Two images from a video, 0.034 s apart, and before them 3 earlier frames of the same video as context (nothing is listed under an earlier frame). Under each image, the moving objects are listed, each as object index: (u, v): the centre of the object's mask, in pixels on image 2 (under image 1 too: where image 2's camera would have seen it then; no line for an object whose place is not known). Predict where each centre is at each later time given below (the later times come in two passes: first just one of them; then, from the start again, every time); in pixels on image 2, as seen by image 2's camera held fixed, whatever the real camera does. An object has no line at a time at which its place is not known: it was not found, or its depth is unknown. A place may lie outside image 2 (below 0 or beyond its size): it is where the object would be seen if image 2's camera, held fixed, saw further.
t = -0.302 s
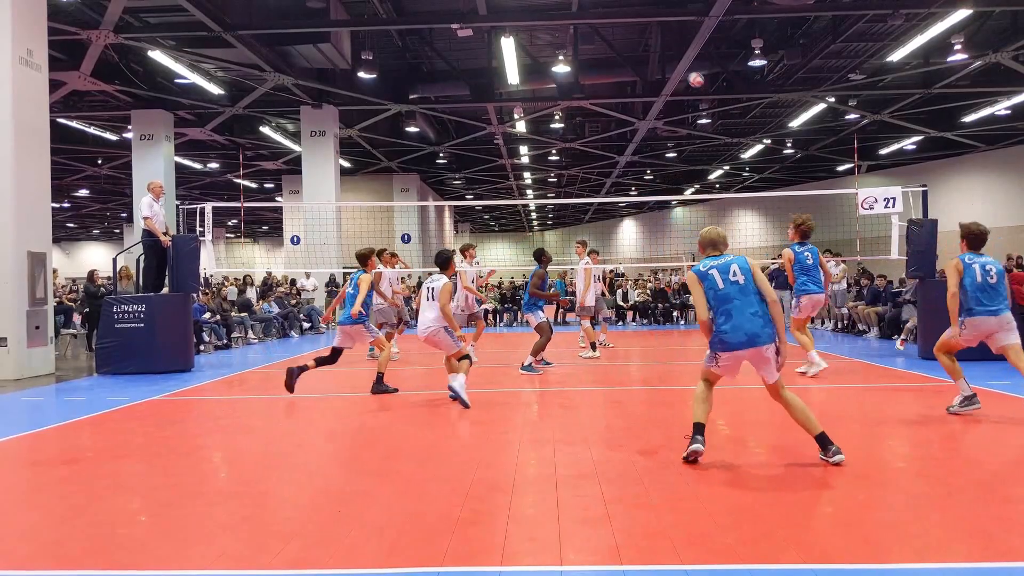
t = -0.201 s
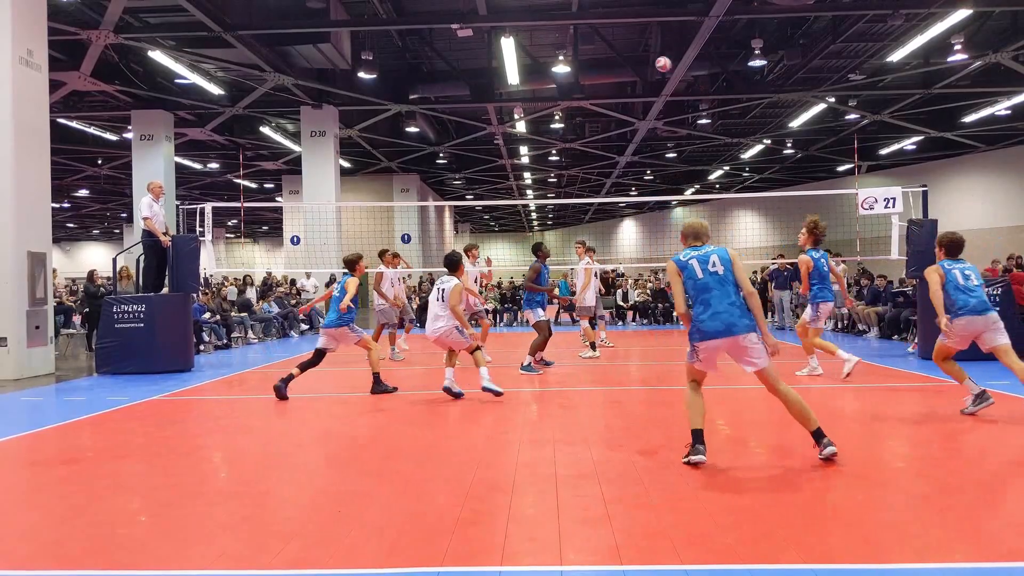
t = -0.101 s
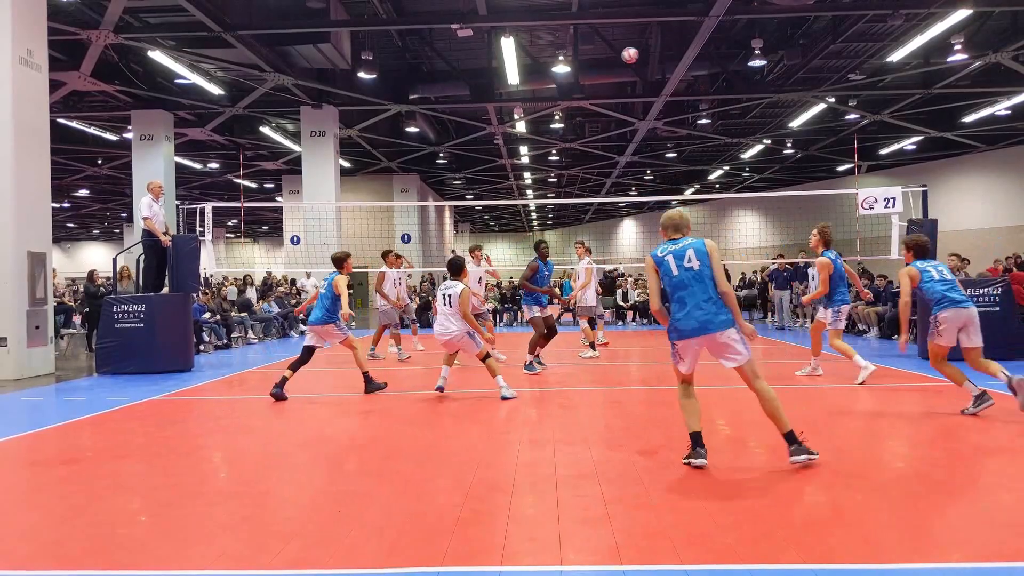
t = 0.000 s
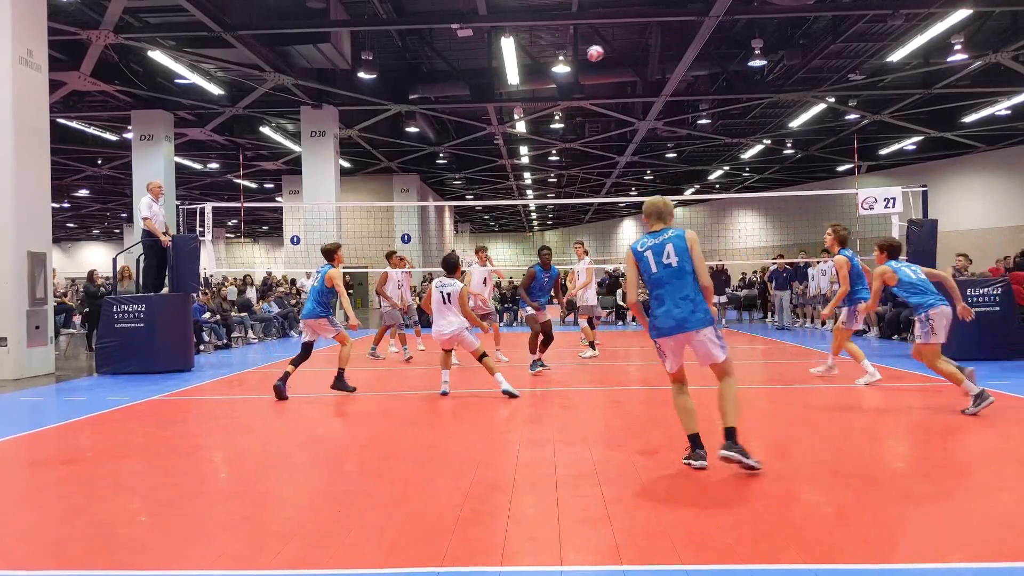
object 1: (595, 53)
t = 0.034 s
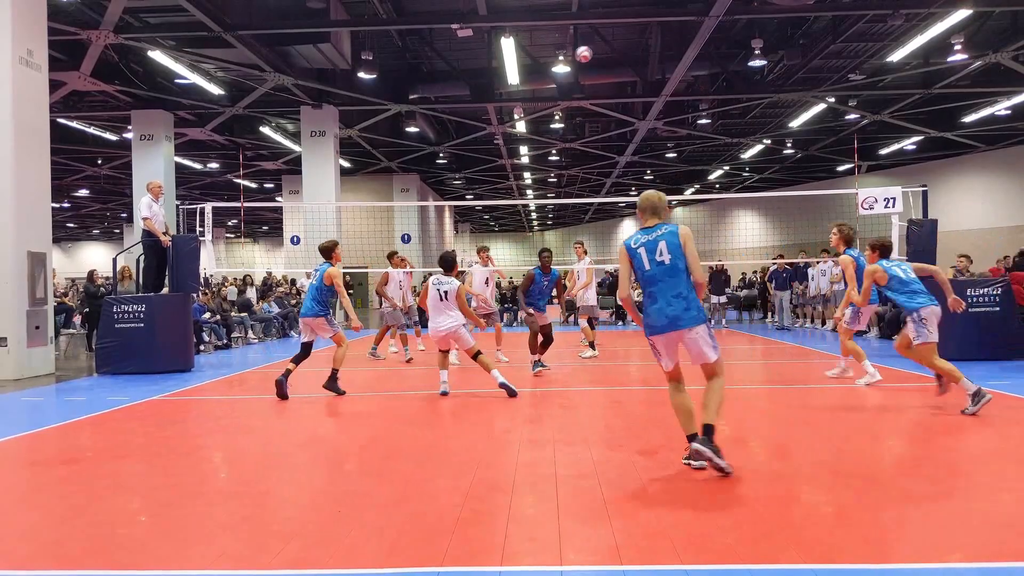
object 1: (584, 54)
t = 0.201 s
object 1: (524, 72)
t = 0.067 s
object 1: (572, 55)
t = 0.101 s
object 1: (559, 57)
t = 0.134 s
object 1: (546, 62)
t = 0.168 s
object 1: (535, 67)
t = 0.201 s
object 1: (524, 72)
